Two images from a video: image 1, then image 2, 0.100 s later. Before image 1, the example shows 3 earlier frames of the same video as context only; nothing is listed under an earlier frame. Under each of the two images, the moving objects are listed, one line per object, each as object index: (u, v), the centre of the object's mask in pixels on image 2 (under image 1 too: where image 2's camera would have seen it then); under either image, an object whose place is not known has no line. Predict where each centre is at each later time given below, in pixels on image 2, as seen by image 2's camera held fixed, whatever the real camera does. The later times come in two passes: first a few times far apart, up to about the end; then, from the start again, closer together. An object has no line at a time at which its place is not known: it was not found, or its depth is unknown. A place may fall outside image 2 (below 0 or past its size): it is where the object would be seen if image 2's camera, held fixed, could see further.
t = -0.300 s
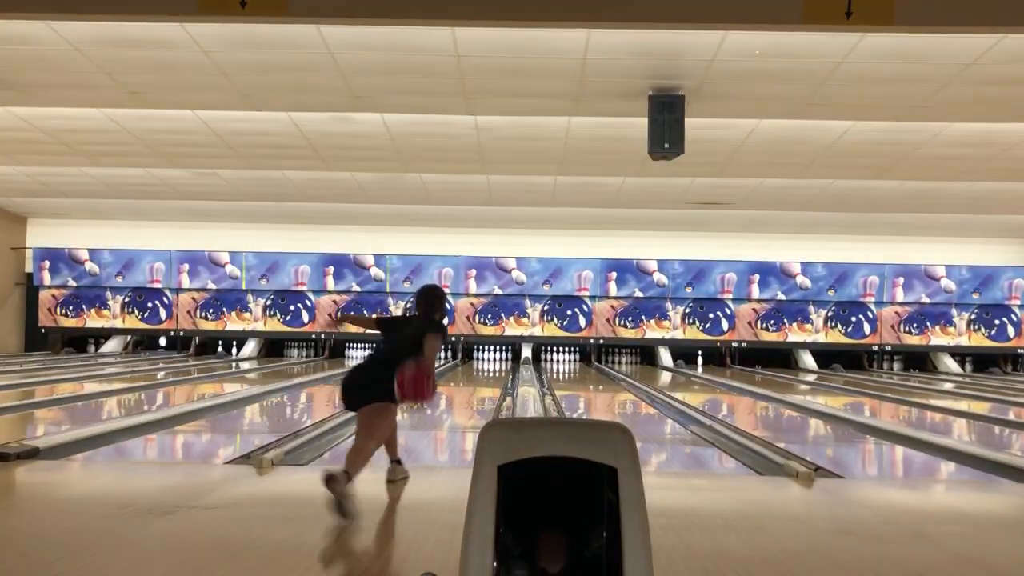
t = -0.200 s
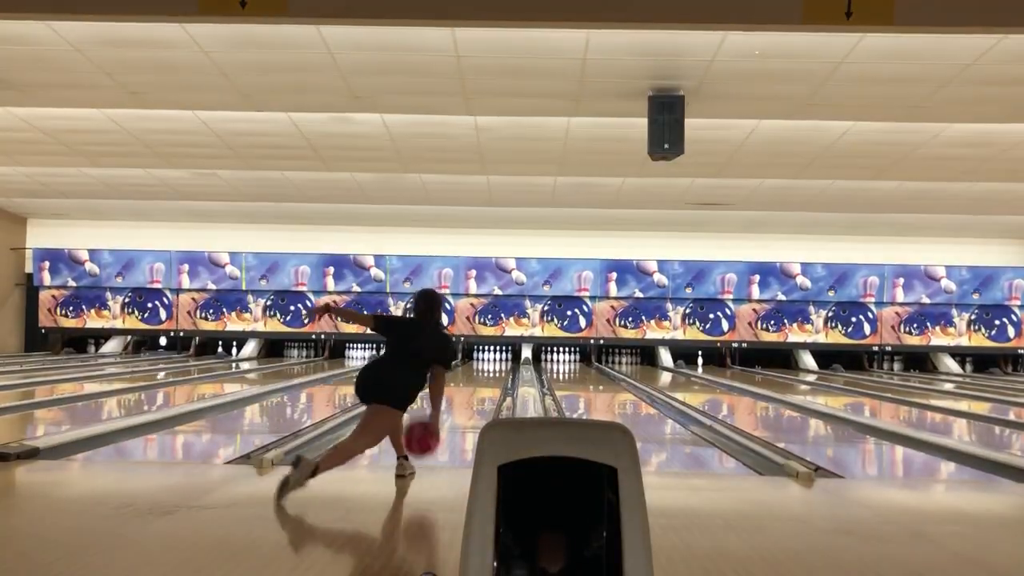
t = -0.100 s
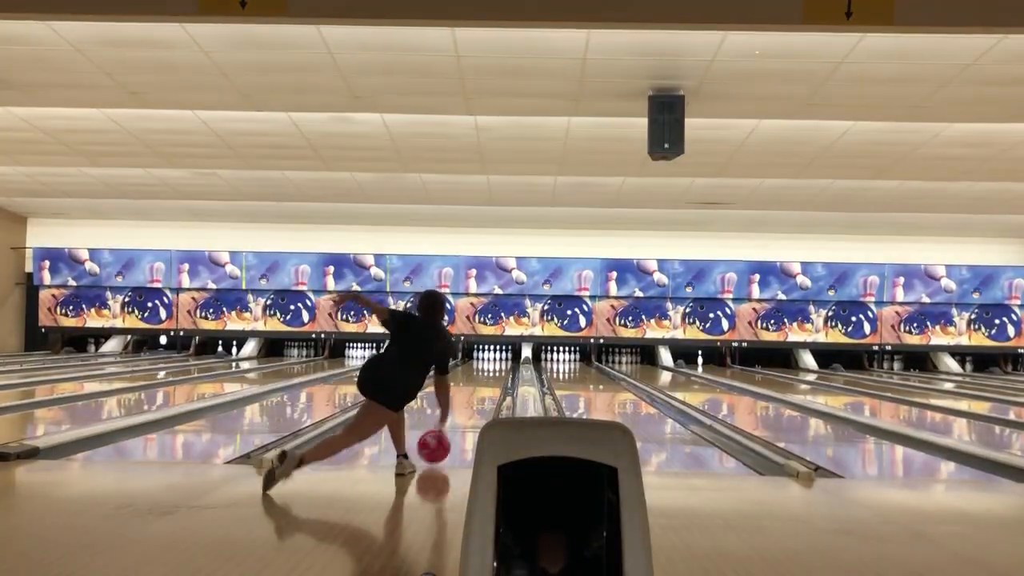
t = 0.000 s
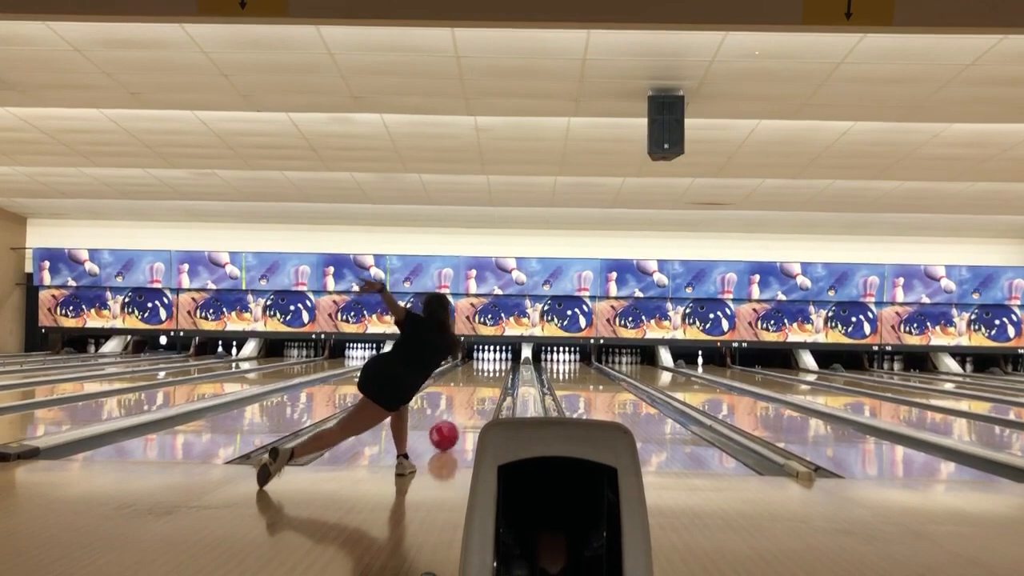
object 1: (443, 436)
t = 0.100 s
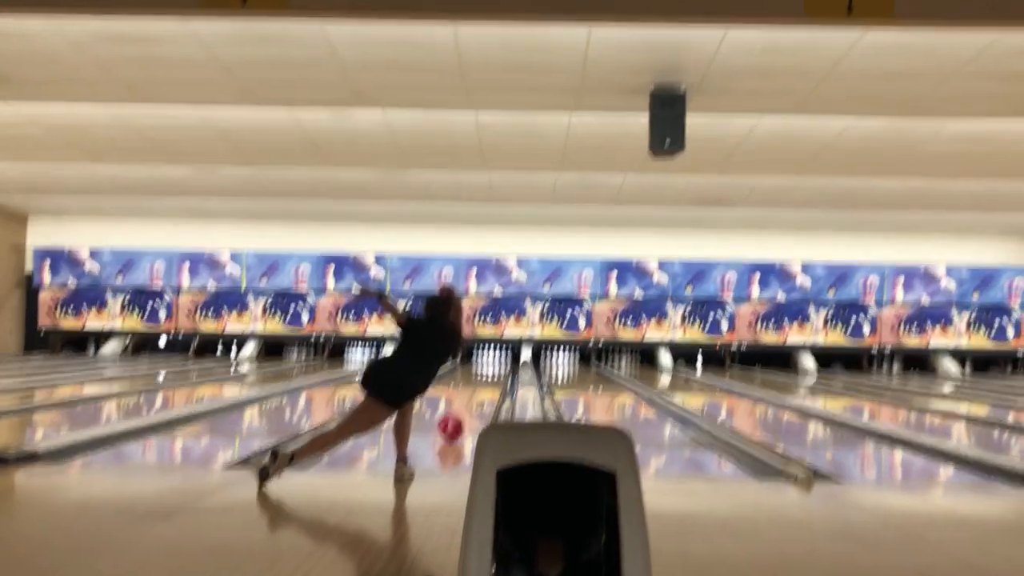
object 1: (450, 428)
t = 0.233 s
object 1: (460, 414)
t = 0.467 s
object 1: (466, 401)
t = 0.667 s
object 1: (477, 389)
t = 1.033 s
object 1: (484, 376)
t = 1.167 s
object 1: (486, 373)
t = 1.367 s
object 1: (488, 370)
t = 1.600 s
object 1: (490, 366)
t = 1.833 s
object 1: (491, 363)
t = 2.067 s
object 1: (491, 361)
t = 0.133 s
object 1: (454, 421)
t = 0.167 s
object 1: (455, 420)
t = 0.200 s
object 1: (457, 417)
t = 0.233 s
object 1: (460, 414)
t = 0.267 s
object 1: (461, 412)
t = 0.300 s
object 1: (463, 409)
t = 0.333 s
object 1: (464, 407)
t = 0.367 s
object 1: (466, 404)
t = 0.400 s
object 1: (468, 402)
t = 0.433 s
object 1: (469, 400)
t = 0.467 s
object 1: (466, 401)
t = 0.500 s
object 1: (475, 396)
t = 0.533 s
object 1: (473, 395)
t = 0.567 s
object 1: (473, 393)
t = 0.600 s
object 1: (474, 392)
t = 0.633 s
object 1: (476, 390)
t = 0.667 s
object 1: (477, 389)
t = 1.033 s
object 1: (484, 376)
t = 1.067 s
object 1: (484, 376)
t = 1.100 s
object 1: (485, 375)
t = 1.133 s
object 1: (486, 374)
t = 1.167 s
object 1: (486, 373)
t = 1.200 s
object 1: (487, 372)
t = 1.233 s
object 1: (487, 372)
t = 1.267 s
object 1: (487, 371)
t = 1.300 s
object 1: (487, 370)
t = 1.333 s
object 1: (488, 370)
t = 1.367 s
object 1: (488, 370)
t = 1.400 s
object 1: (488, 369)
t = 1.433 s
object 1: (488, 369)
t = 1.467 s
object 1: (488, 368)
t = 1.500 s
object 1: (489, 367)
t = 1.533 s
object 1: (489, 367)
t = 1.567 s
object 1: (489, 366)
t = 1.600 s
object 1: (490, 366)
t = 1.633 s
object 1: (490, 366)
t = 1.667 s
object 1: (490, 365)
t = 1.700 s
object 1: (491, 364)
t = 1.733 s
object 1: (490, 364)
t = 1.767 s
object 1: (490, 364)
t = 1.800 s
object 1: (491, 363)
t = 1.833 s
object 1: (491, 363)
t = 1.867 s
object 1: (491, 362)
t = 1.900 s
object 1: (491, 363)
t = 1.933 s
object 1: (491, 362)
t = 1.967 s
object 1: (491, 362)
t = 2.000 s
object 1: (491, 361)
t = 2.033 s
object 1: (491, 361)
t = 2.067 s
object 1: (491, 361)
